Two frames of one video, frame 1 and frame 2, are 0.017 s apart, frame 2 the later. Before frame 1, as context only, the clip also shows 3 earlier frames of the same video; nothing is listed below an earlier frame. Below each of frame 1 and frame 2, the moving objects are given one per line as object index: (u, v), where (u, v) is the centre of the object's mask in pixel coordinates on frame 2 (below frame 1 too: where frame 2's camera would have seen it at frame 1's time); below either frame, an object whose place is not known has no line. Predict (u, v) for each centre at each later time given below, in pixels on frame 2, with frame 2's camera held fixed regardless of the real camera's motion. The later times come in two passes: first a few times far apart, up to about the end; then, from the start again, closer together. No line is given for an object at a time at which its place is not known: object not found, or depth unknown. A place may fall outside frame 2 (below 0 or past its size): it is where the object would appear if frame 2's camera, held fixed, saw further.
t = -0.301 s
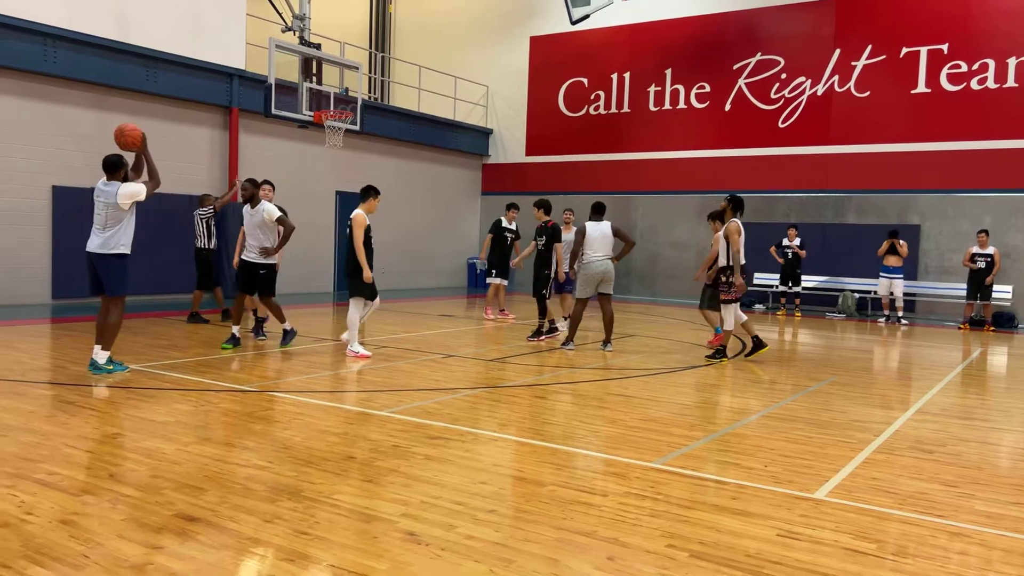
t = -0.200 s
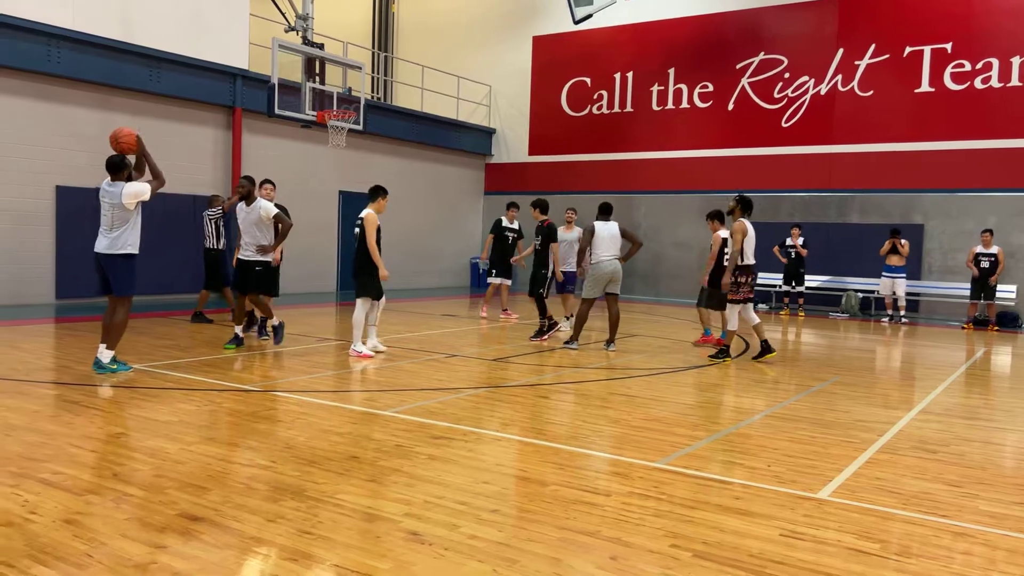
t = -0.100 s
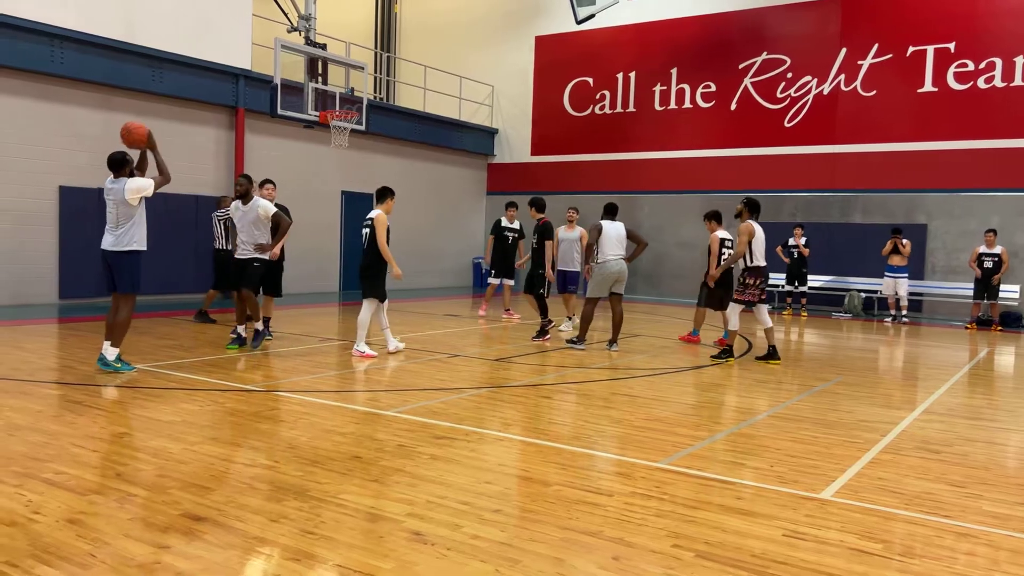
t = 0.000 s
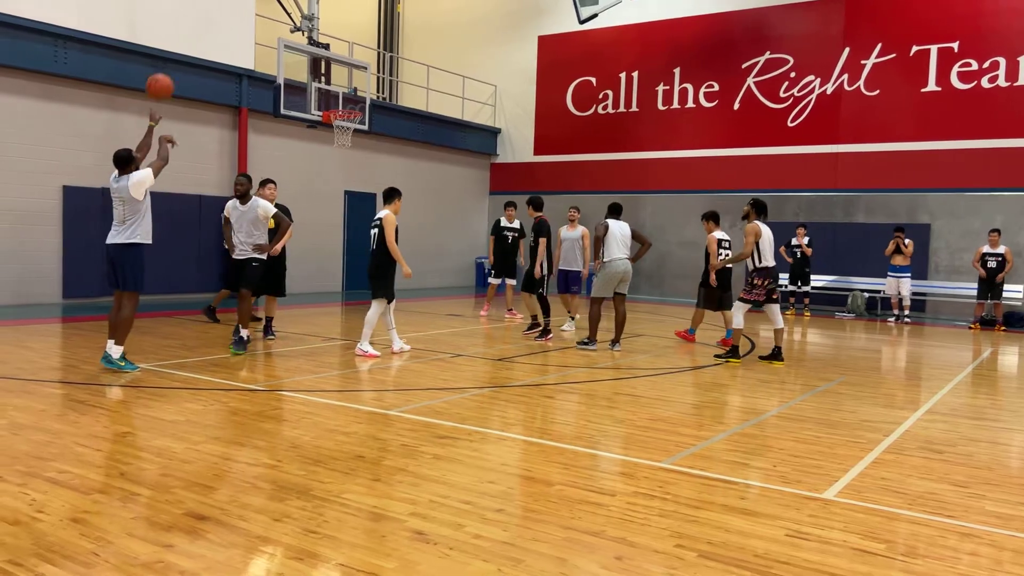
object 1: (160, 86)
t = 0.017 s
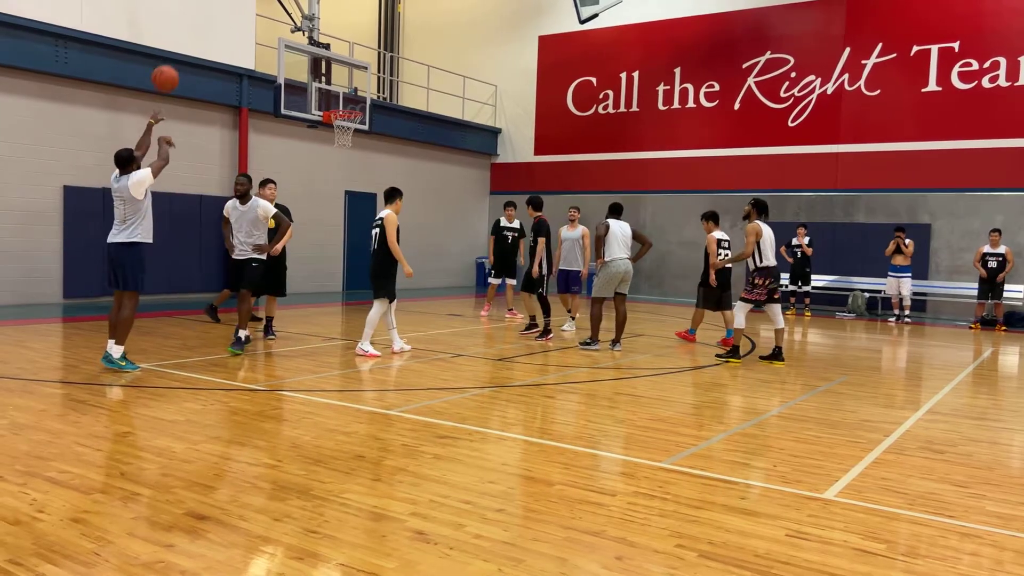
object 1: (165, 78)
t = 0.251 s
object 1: (223, 8)
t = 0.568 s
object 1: (280, 5)
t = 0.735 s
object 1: (303, 33)
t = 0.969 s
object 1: (330, 97)
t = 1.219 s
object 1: (351, 77)
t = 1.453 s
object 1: (376, 82)
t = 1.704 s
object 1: (401, 125)
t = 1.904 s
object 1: (418, 186)
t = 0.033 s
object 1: (170, 71)
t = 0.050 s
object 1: (174, 63)
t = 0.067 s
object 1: (178, 56)
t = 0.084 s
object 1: (183, 50)
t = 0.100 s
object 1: (187, 44)
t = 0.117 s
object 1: (192, 38)
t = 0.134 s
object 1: (196, 33)
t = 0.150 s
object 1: (200, 28)
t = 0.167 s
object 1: (204, 23)
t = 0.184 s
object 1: (208, 19)
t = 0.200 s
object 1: (212, 15)
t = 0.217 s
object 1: (215, 11)
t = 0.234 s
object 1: (219, 9)
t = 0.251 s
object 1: (223, 8)
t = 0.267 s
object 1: (226, 6)
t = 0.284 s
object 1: (230, 5)
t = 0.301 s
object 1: (233, 4)
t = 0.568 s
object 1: (280, 5)
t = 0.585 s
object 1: (282, 6)
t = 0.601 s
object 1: (285, 8)
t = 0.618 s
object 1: (288, 9)
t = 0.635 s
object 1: (290, 13)
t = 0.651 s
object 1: (292, 16)
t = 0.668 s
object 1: (294, 19)
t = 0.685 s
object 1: (296, 23)
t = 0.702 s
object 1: (298, 26)
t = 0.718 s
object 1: (300, 30)
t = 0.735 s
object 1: (303, 33)
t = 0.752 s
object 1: (305, 36)
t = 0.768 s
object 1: (307, 40)
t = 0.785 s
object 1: (309, 44)
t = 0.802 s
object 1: (311, 49)
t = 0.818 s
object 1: (313, 53)
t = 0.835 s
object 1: (315, 58)
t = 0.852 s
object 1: (317, 63)
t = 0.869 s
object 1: (319, 67)
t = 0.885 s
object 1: (321, 71)
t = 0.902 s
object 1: (323, 76)
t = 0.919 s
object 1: (325, 82)
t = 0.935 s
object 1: (326, 87)
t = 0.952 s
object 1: (328, 92)
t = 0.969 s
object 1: (330, 97)
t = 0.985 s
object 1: (332, 103)
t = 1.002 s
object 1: (332, 101)
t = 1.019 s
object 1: (334, 99)
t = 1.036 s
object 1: (335, 96)
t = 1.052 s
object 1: (336, 93)
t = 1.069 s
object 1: (338, 90)
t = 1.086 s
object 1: (340, 88)
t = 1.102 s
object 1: (341, 86)
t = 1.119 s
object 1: (342, 85)
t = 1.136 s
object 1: (343, 83)
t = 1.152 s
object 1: (344, 82)
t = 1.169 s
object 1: (346, 80)
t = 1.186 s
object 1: (347, 79)
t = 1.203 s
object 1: (349, 78)
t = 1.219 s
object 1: (351, 77)
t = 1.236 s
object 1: (353, 76)
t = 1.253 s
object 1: (355, 76)
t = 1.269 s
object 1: (356, 75)
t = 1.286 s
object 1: (358, 75)
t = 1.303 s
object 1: (360, 75)
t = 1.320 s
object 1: (362, 75)
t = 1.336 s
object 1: (364, 75)
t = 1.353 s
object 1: (365, 76)
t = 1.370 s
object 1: (367, 76)
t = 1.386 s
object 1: (369, 77)
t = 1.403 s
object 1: (371, 78)
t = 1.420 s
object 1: (372, 79)
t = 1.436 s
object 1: (374, 81)
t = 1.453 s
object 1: (376, 82)
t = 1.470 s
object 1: (377, 84)
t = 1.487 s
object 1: (379, 85)
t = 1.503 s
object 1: (381, 88)
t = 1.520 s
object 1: (383, 91)
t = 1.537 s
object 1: (385, 93)
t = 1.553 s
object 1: (386, 95)
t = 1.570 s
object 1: (388, 98)
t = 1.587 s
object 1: (389, 101)
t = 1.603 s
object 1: (391, 104)
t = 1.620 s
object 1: (392, 107)
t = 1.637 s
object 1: (394, 109)
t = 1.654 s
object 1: (396, 114)
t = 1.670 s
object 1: (398, 118)
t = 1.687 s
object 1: (400, 122)
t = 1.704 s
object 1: (401, 125)
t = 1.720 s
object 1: (402, 130)
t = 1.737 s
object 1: (404, 133)
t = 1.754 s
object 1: (406, 138)
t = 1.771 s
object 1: (407, 143)
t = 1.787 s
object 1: (409, 148)
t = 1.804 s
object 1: (409, 153)
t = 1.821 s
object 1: (411, 158)
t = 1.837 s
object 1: (413, 163)
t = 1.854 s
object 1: (414, 169)
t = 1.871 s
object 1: (416, 174)
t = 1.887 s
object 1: (417, 180)
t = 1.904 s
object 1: (418, 186)
